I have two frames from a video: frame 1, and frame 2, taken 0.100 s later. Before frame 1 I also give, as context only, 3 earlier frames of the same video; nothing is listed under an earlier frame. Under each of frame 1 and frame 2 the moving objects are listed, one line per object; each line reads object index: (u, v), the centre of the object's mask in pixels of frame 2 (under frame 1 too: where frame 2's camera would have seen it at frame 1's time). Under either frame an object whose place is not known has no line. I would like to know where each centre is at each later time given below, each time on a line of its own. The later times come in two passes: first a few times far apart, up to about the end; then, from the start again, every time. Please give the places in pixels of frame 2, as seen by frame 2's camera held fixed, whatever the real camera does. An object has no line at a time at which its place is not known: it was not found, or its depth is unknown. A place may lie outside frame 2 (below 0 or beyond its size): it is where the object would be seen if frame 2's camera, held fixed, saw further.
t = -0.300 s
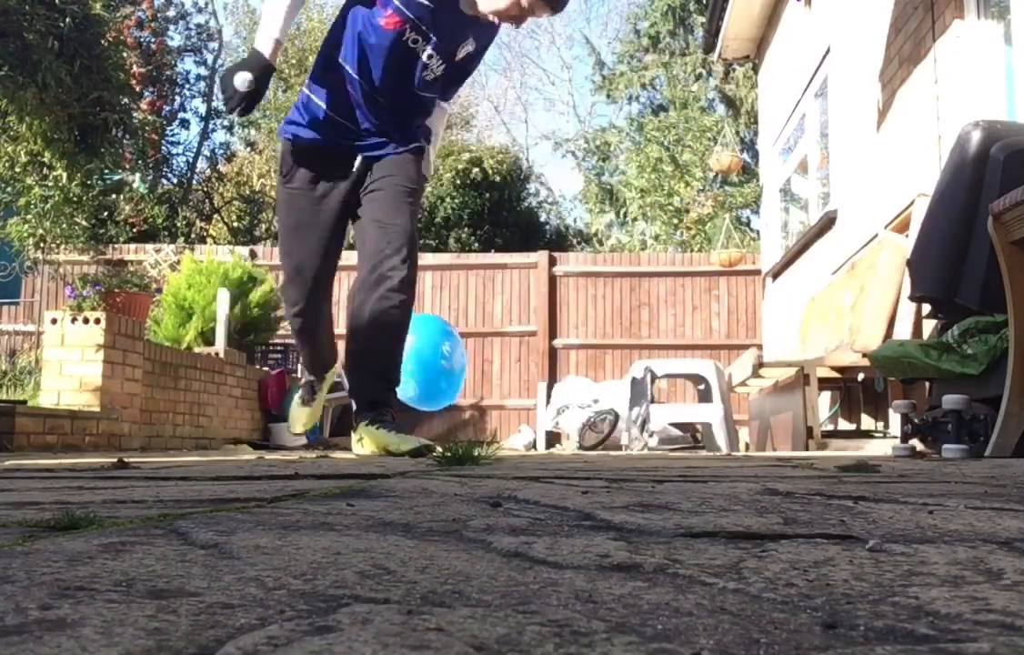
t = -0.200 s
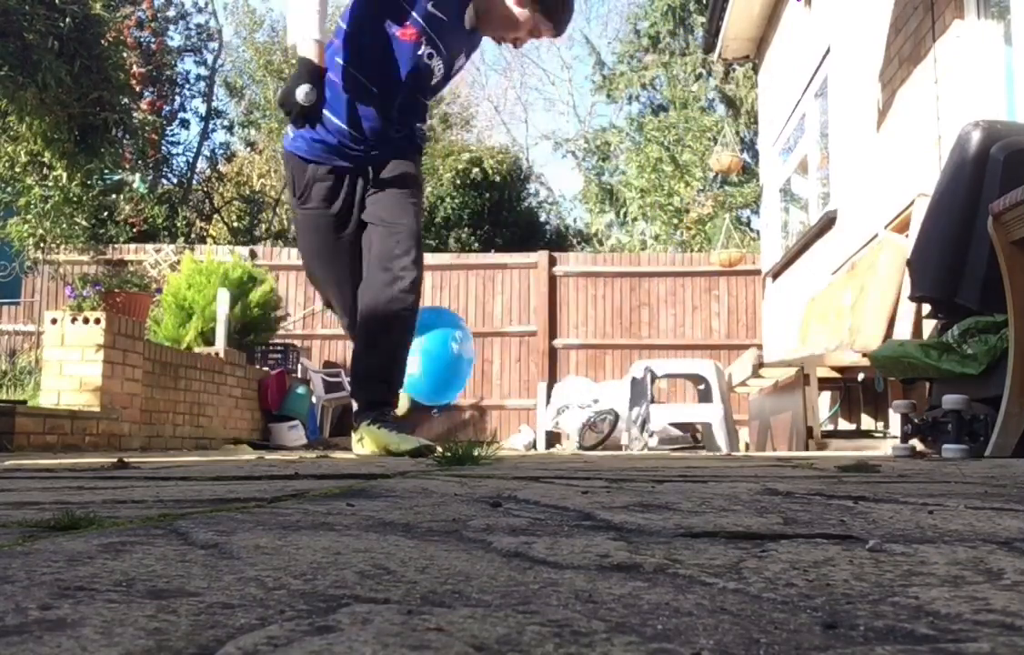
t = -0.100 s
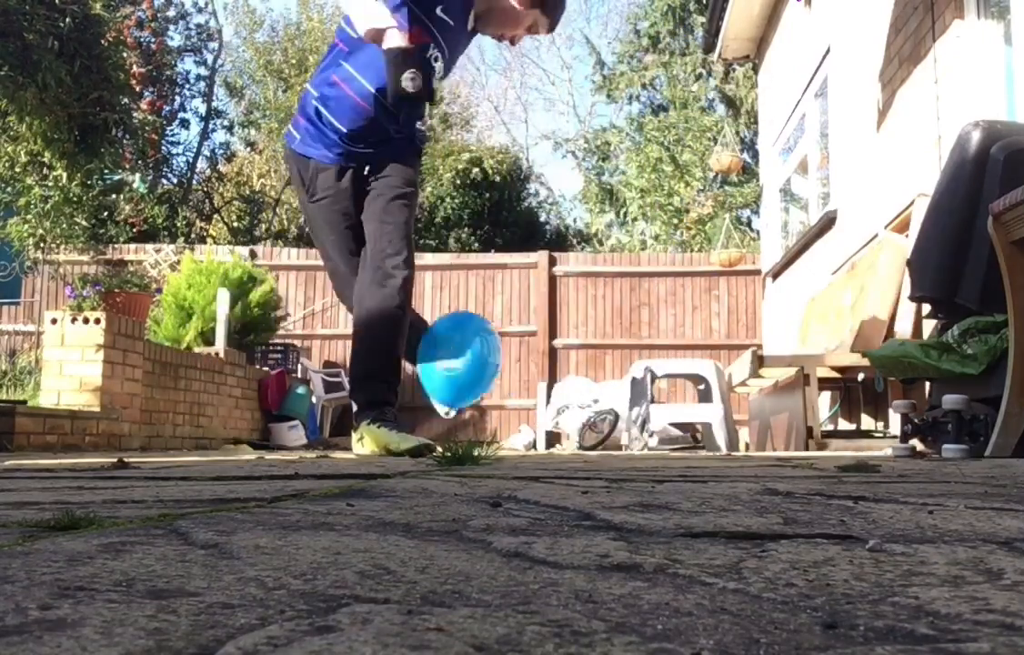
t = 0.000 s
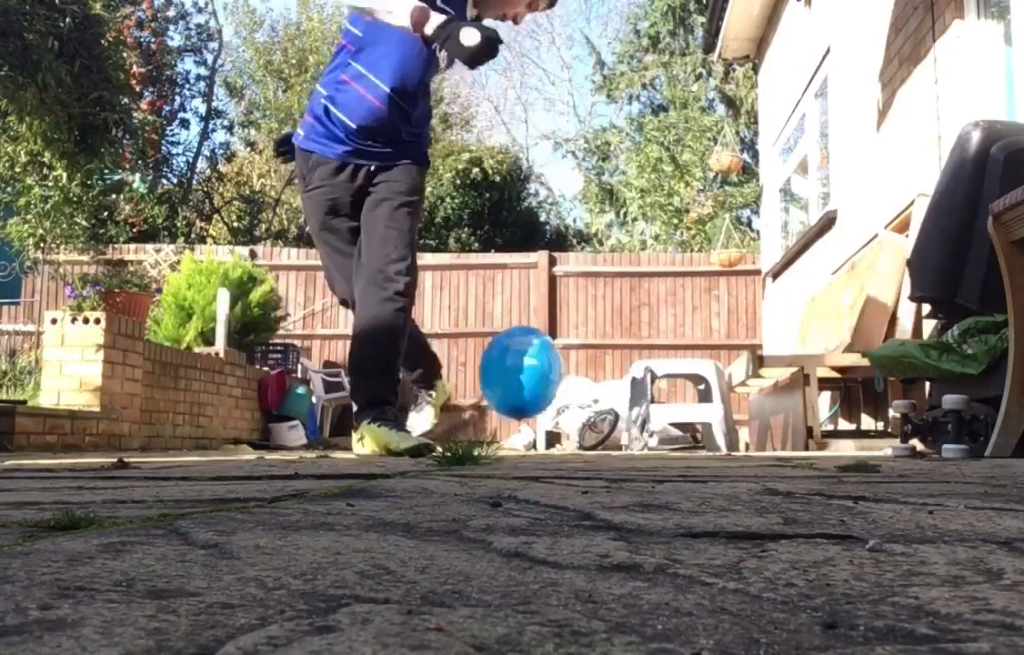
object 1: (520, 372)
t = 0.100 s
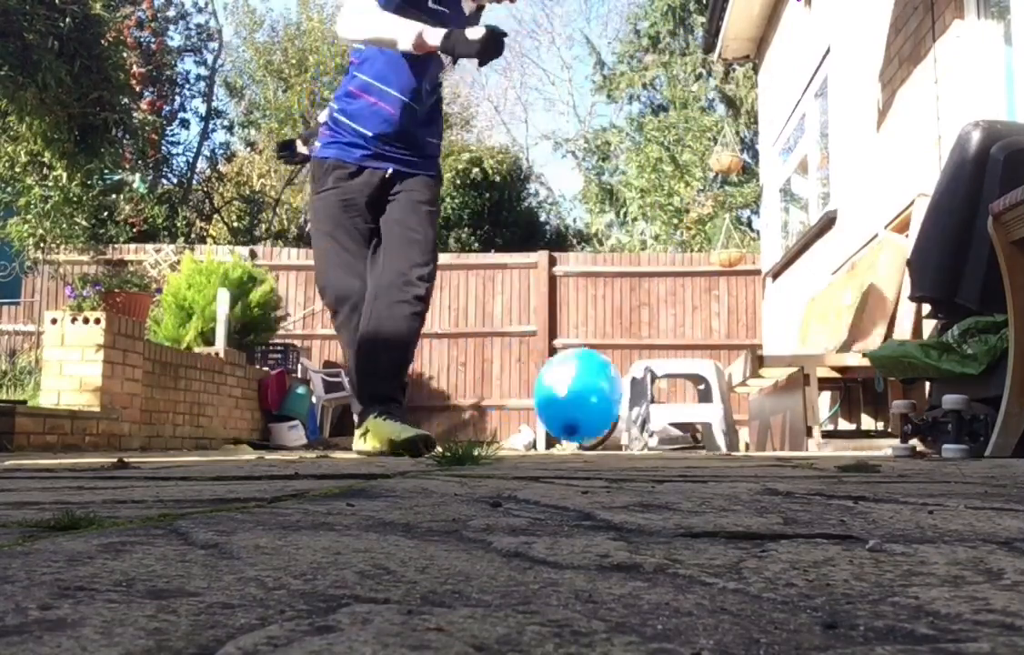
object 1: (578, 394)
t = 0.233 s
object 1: (642, 389)
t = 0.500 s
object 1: (740, 367)
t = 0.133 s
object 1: (595, 405)
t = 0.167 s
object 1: (611, 406)
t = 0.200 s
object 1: (627, 397)
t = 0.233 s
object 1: (642, 389)
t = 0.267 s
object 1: (657, 382)
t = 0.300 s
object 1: (670, 377)
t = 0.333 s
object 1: (683, 373)
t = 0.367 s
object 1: (695, 369)
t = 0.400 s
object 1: (707, 367)
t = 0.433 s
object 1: (718, 367)
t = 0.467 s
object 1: (729, 367)
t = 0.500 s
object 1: (740, 367)
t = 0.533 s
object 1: (750, 369)
